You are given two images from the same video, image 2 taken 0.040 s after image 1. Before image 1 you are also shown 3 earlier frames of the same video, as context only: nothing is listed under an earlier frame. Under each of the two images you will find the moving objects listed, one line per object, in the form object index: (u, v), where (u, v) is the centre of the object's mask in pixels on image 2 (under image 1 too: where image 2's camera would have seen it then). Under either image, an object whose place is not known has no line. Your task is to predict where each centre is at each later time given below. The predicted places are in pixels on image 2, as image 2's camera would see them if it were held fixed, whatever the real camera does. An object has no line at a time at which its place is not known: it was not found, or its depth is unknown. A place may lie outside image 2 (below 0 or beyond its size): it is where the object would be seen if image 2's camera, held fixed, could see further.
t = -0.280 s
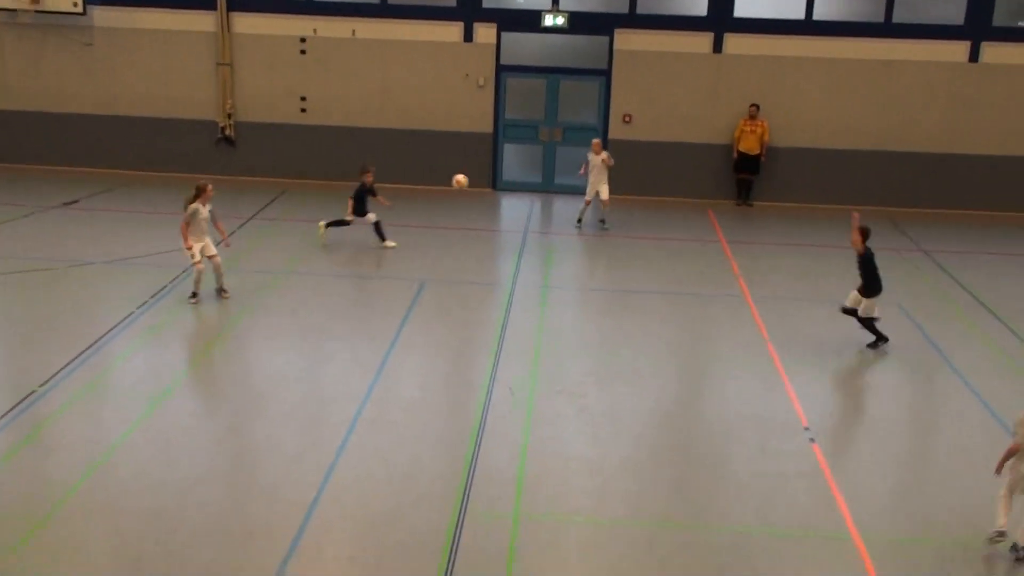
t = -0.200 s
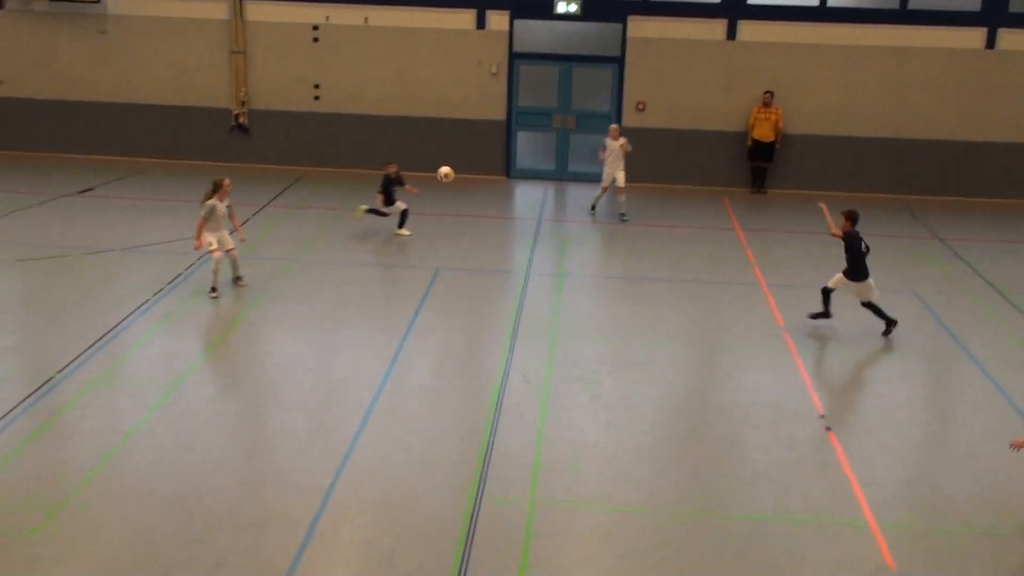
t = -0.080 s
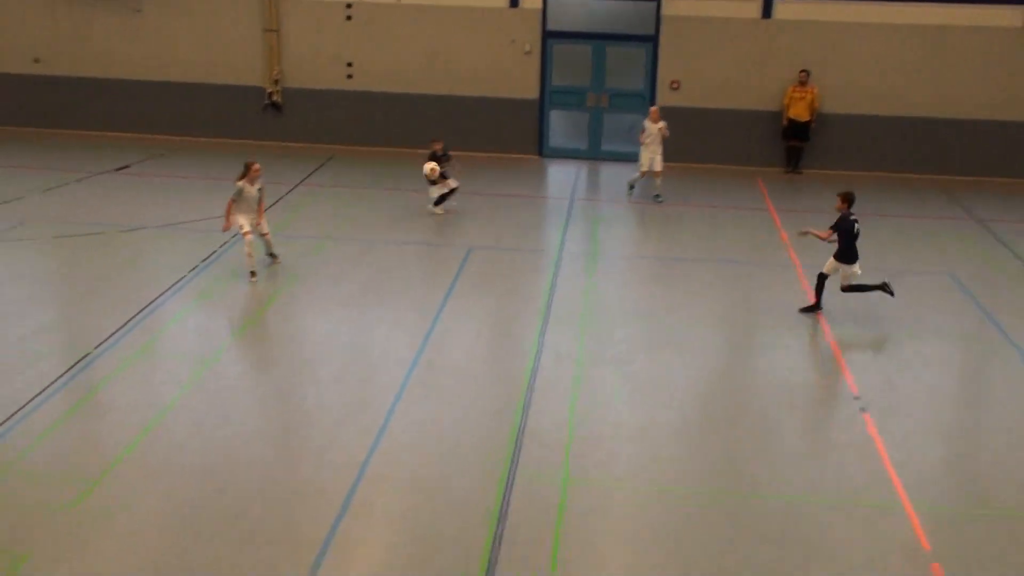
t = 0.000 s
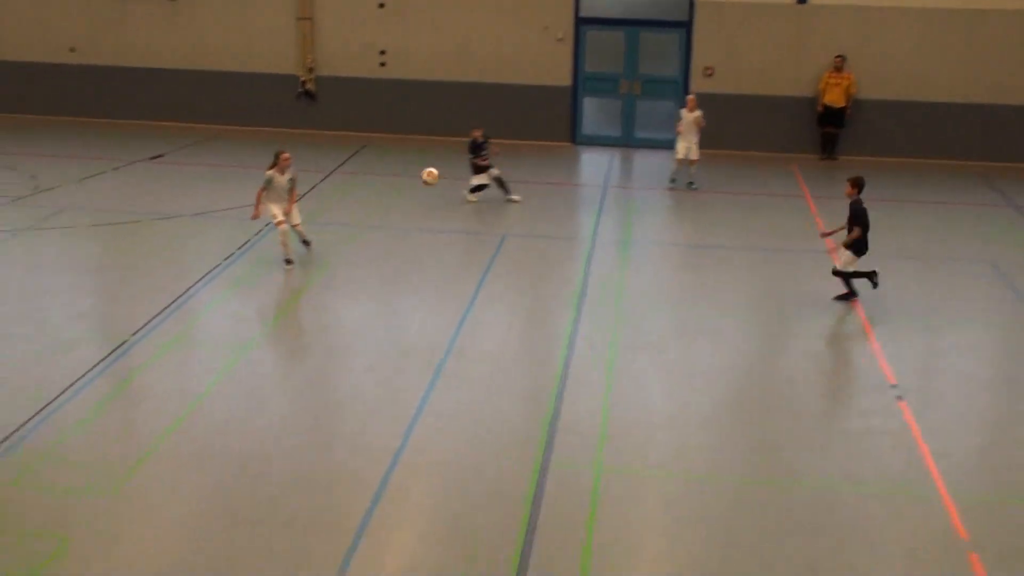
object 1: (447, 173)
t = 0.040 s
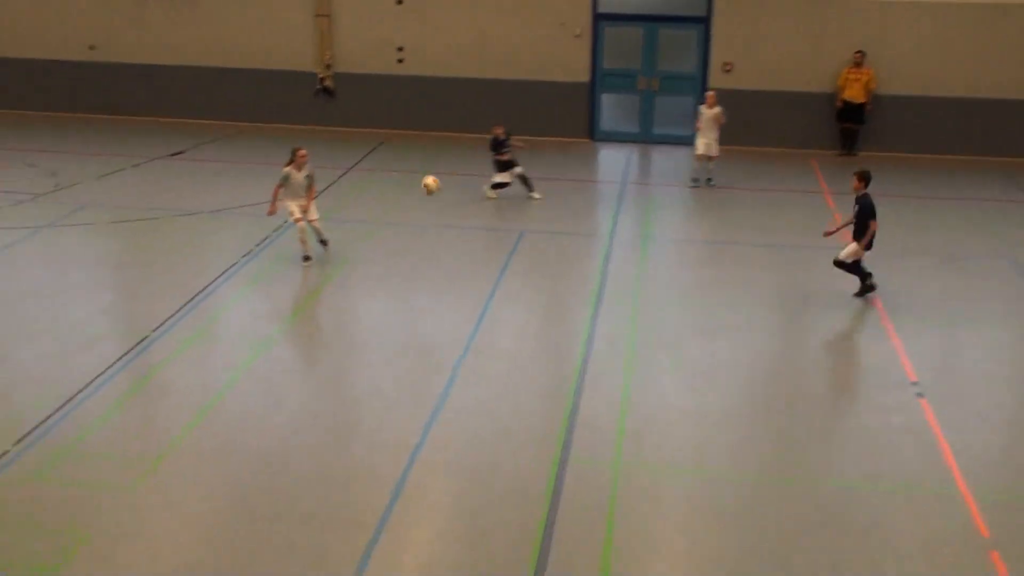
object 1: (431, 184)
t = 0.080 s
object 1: (413, 198)
